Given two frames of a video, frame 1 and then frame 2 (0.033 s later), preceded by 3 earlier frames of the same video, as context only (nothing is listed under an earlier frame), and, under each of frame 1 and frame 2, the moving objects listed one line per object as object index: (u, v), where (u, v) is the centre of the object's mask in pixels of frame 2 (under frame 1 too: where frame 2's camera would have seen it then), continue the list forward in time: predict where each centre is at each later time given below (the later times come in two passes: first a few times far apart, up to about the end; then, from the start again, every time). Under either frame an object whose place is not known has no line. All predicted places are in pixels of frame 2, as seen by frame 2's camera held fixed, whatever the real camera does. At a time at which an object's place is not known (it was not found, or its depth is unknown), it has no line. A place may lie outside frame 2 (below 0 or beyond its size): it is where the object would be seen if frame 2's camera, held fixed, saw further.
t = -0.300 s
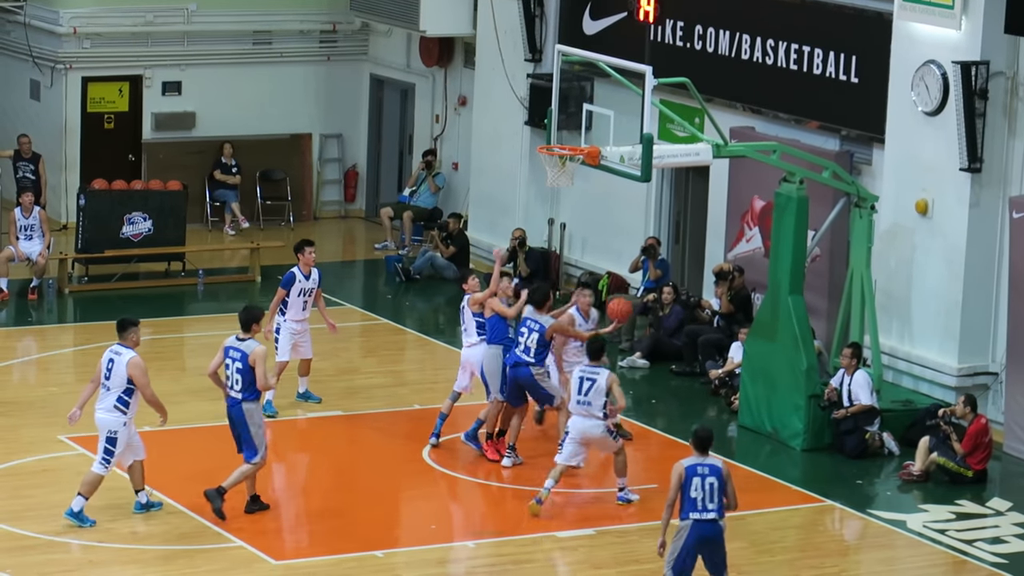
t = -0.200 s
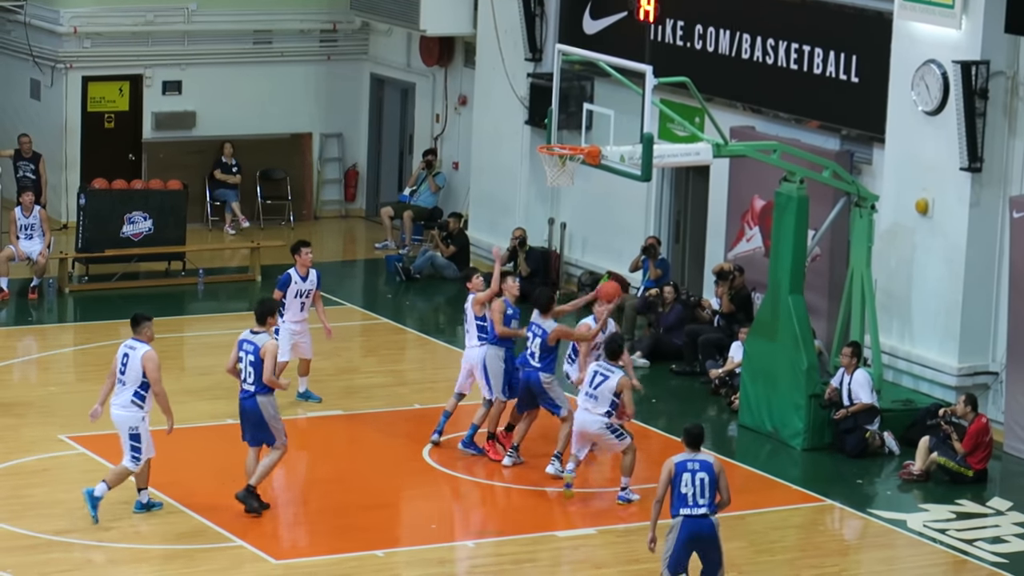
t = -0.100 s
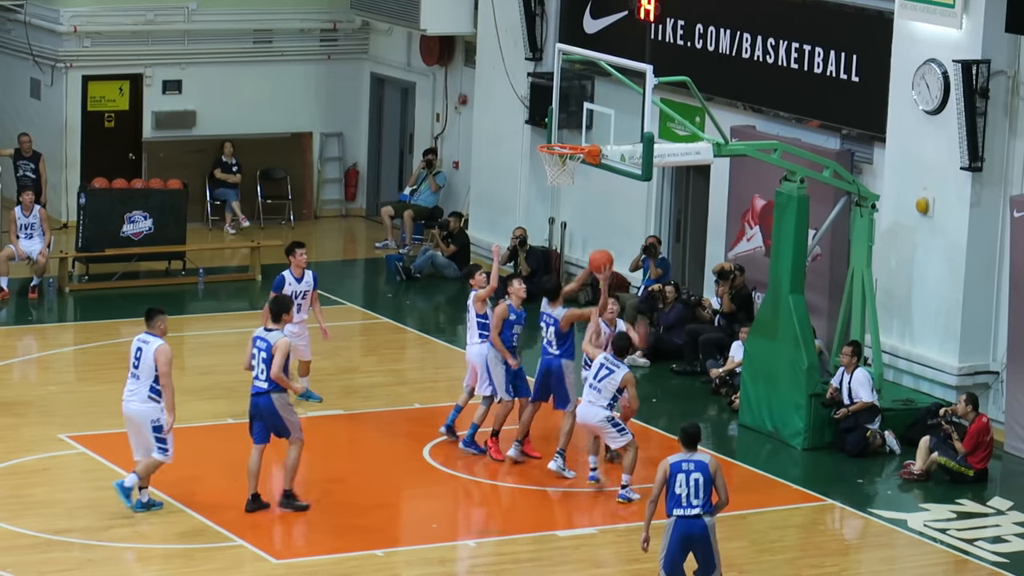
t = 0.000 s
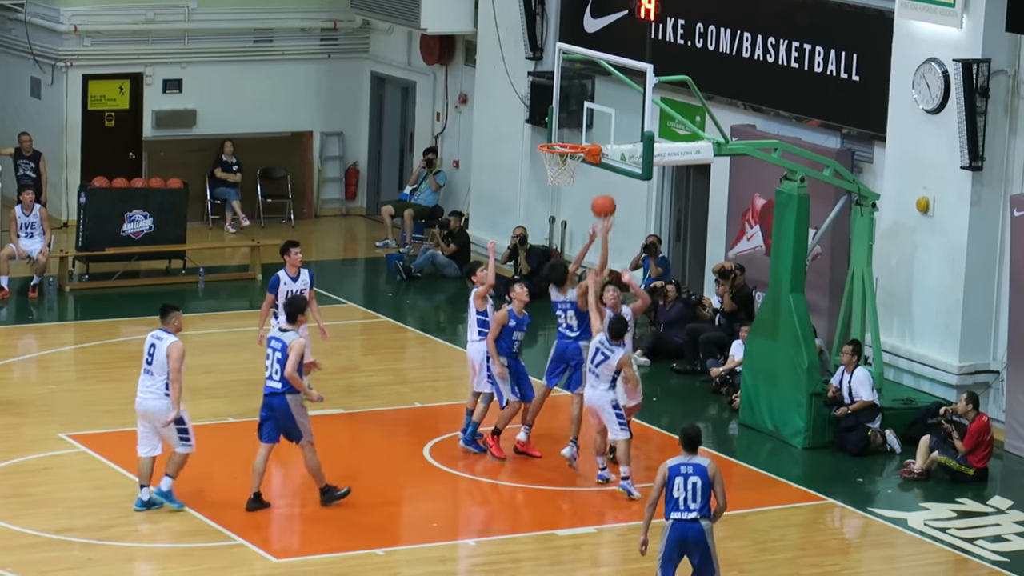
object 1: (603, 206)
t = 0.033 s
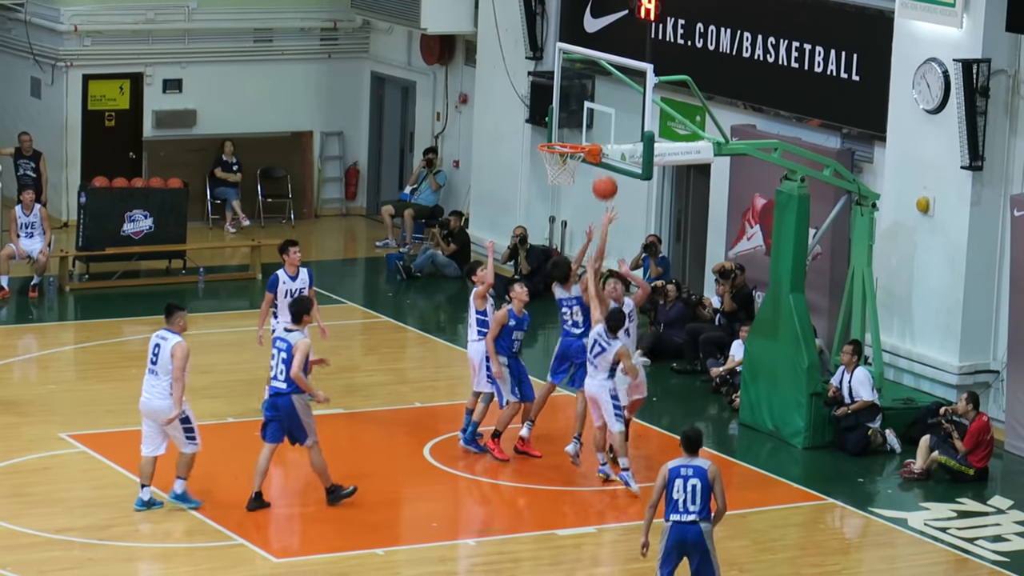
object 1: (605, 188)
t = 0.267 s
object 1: (610, 91)
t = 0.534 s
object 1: (581, 87)
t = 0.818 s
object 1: (561, 147)
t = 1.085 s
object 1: (564, 184)
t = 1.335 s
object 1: (547, 252)
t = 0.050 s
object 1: (606, 178)
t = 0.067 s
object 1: (606, 170)
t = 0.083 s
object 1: (607, 162)
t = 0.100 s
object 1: (607, 154)
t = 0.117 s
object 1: (608, 146)
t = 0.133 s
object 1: (609, 138)
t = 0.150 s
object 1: (609, 131)
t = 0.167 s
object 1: (609, 125)
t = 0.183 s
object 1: (610, 117)
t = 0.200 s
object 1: (611, 111)
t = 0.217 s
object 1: (611, 105)
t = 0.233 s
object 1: (612, 99)
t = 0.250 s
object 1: (612, 94)
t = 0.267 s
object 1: (610, 91)
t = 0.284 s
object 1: (609, 88)
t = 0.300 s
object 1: (607, 86)
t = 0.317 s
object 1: (605, 85)
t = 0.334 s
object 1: (603, 83)
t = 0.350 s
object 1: (602, 82)
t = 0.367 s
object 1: (600, 81)
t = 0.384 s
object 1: (598, 80)
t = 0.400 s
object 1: (596, 80)
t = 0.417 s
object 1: (594, 79)
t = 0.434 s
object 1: (592, 80)
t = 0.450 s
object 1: (590, 80)
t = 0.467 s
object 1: (588, 81)
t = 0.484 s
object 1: (587, 82)
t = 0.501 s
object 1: (585, 83)
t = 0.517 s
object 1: (583, 85)
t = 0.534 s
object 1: (581, 87)
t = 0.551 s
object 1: (579, 89)
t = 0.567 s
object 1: (577, 91)
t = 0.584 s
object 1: (575, 94)
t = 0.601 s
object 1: (573, 96)
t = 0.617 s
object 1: (571, 100)
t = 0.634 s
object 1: (570, 103)
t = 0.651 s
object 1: (568, 107)
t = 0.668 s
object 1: (566, 111)
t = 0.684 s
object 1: (564, 115)
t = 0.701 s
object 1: (562, 120)
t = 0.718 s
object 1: (559, 125)
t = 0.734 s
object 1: (558, 130)
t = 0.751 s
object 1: (556, 135)
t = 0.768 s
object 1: (554, 140)
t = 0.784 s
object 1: (556, 141)
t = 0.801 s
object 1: (559, 142)
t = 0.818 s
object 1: (561, 147)
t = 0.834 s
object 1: (564, 150)
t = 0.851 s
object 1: (567, 154)
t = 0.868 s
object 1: (570, 157)
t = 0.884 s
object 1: (572, 161)
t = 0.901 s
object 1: (574, 162)
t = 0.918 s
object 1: (574, 164)
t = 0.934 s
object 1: (574, 164)
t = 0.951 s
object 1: (573, 165)
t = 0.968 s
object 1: (568, 171)
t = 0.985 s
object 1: (572, 167)
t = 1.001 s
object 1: (568, 172)
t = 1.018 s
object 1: (567, 174)
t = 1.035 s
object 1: (566, 176)
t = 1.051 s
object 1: (564, 178)
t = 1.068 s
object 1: (564, 182)
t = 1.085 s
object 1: (564, 184)
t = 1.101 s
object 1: (564, 187)
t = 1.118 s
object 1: (563, 190)
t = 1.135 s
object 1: (562, 190)
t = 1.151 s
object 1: (561, 193)
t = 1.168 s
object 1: (560, 197)
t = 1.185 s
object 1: (559, 201)
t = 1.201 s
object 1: (557, 206)
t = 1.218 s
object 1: (556, 211)
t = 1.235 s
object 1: (555, 215)
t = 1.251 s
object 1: (554, 221)
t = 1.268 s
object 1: (552, 226)
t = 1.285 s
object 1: (551, 232)
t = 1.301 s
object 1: (550, 239)
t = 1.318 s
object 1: (548, 246)
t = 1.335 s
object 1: (547, 252)
